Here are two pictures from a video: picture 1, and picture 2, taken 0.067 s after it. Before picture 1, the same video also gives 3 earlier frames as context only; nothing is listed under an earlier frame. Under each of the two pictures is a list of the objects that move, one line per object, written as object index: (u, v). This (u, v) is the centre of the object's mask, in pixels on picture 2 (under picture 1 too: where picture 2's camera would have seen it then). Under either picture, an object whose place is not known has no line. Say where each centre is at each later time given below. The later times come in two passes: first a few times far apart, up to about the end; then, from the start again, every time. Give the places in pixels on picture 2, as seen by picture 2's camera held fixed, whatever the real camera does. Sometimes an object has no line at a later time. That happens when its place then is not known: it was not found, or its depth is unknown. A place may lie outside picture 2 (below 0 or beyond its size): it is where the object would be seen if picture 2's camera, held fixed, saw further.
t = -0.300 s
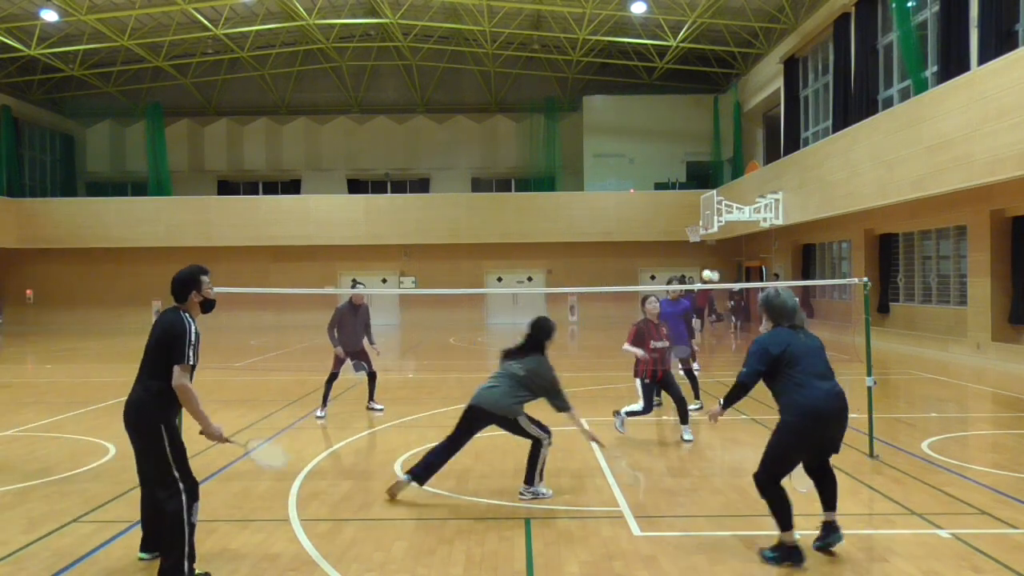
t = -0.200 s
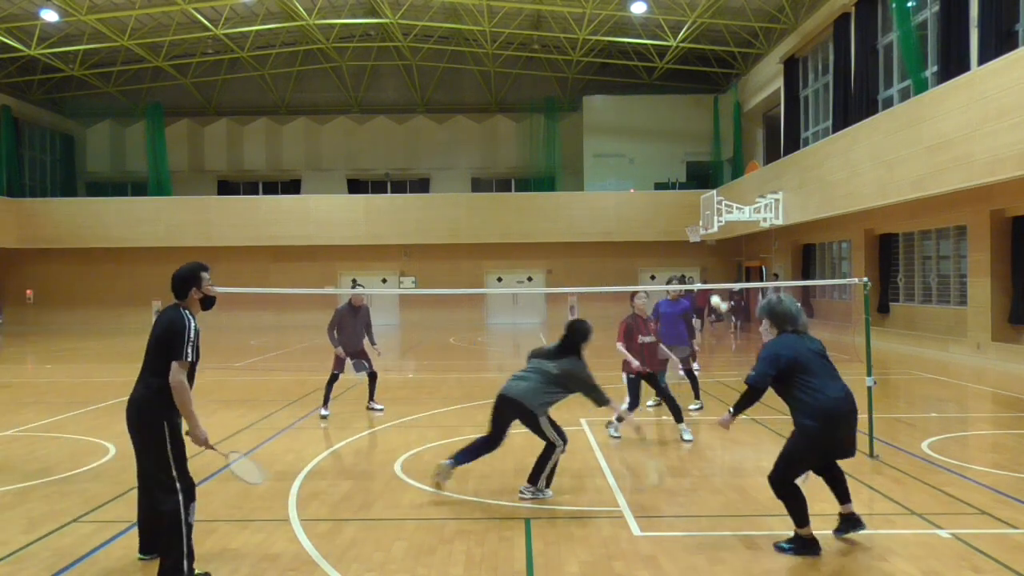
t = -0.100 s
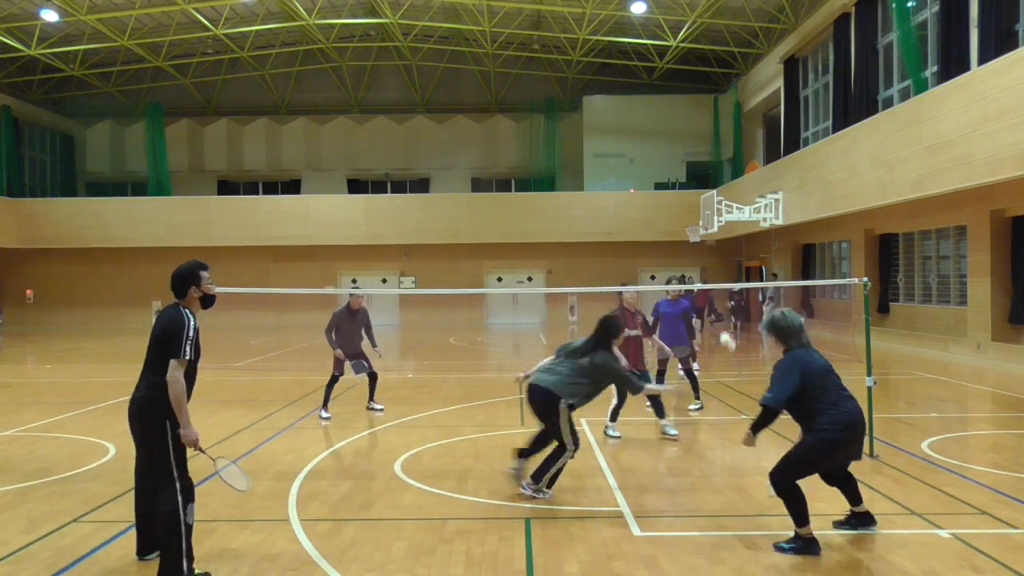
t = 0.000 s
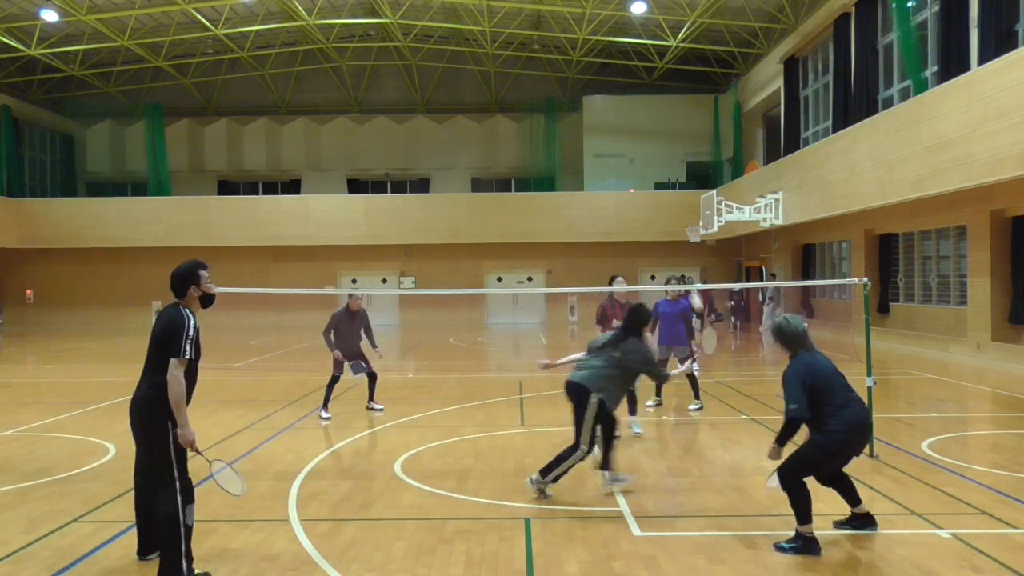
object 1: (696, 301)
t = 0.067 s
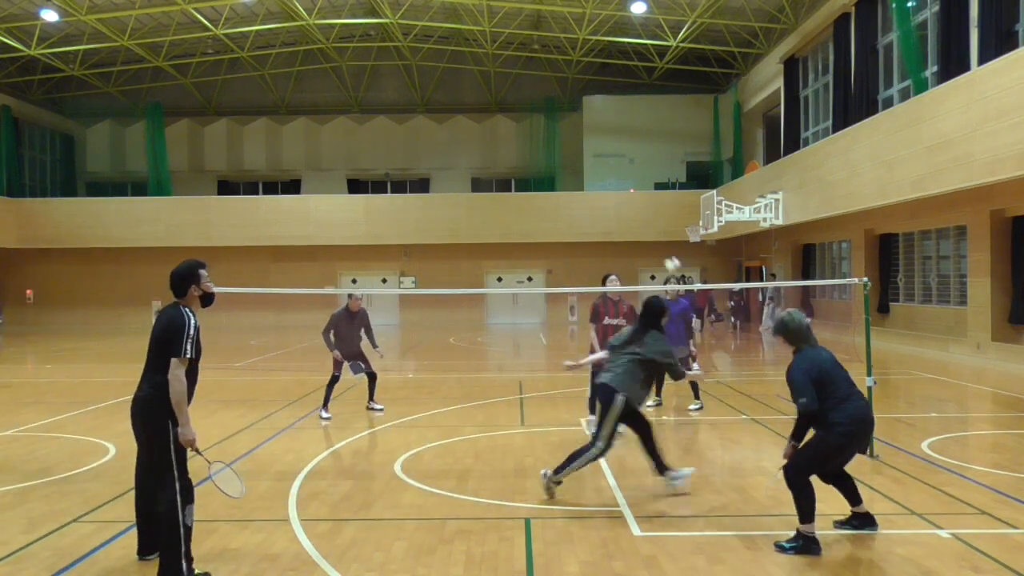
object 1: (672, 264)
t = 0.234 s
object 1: (634, 223)
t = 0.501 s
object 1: (605, 227)
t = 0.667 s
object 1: (592, 254)
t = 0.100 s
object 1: (662, 252)
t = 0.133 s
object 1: (652, 243)
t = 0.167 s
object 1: (645, 234)
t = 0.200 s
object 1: (639, 227)
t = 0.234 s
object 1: (634, 223)
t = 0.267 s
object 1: (630, 220)
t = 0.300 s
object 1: (626, 219)
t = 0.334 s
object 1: (622, 217)
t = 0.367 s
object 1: (618, 218)
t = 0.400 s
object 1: (614, 219)
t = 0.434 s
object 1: (611, 221)
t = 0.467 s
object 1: (608, 224)
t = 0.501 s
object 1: (605, 227)
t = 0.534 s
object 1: (602, 230)
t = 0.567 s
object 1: (599, 235)
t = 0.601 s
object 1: (596, 241)
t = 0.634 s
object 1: (594, 248)
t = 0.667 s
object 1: (592, 254)
